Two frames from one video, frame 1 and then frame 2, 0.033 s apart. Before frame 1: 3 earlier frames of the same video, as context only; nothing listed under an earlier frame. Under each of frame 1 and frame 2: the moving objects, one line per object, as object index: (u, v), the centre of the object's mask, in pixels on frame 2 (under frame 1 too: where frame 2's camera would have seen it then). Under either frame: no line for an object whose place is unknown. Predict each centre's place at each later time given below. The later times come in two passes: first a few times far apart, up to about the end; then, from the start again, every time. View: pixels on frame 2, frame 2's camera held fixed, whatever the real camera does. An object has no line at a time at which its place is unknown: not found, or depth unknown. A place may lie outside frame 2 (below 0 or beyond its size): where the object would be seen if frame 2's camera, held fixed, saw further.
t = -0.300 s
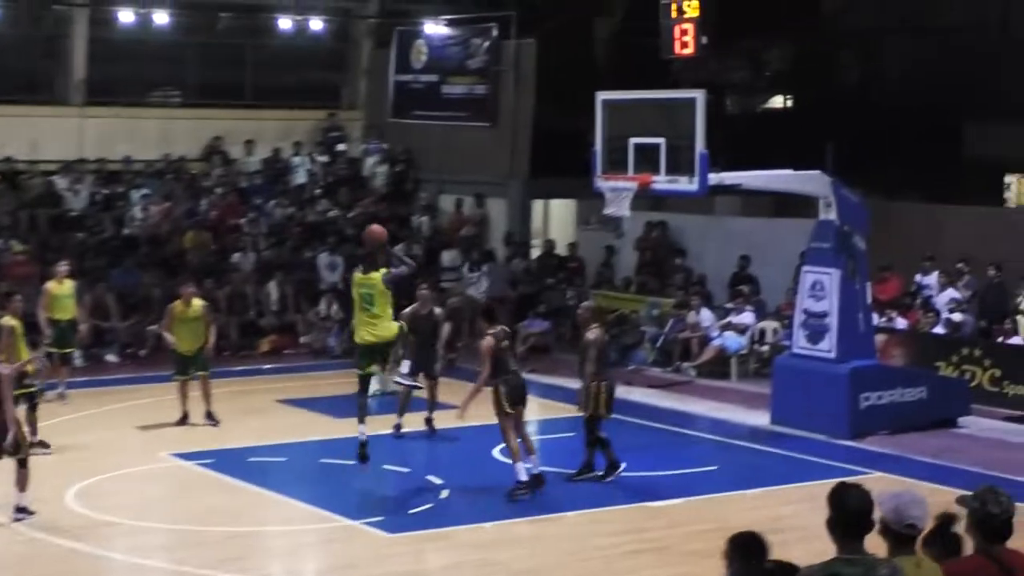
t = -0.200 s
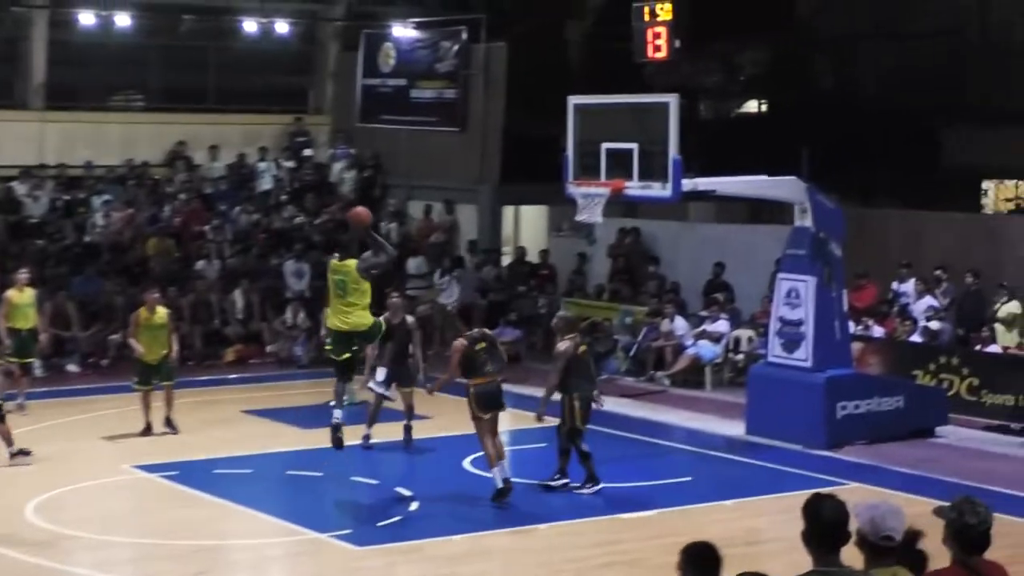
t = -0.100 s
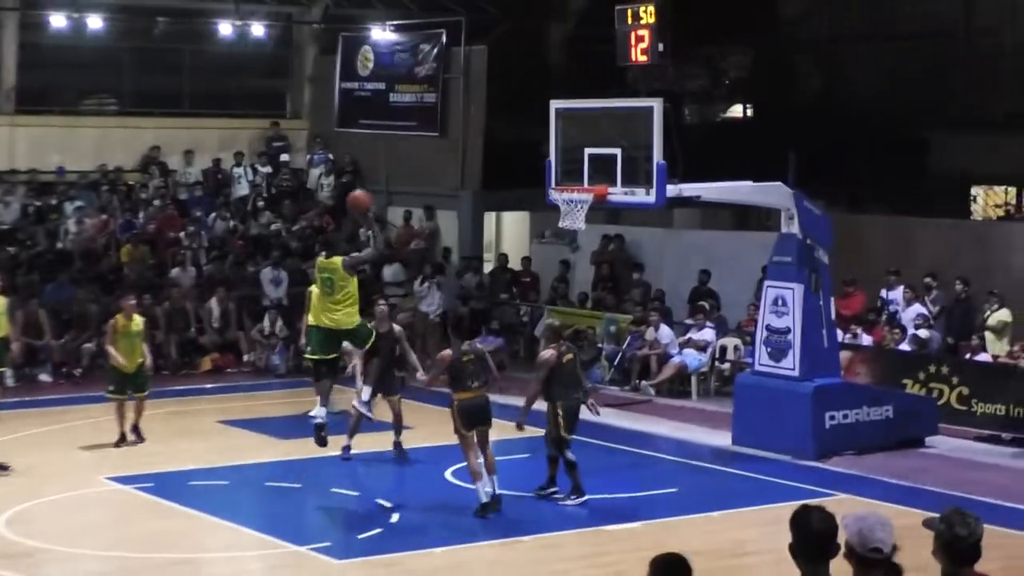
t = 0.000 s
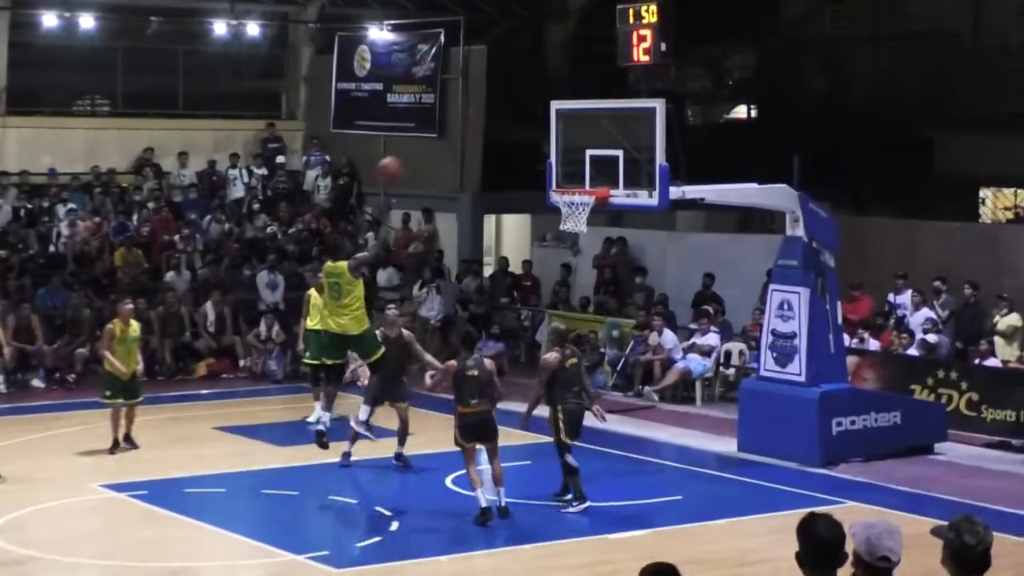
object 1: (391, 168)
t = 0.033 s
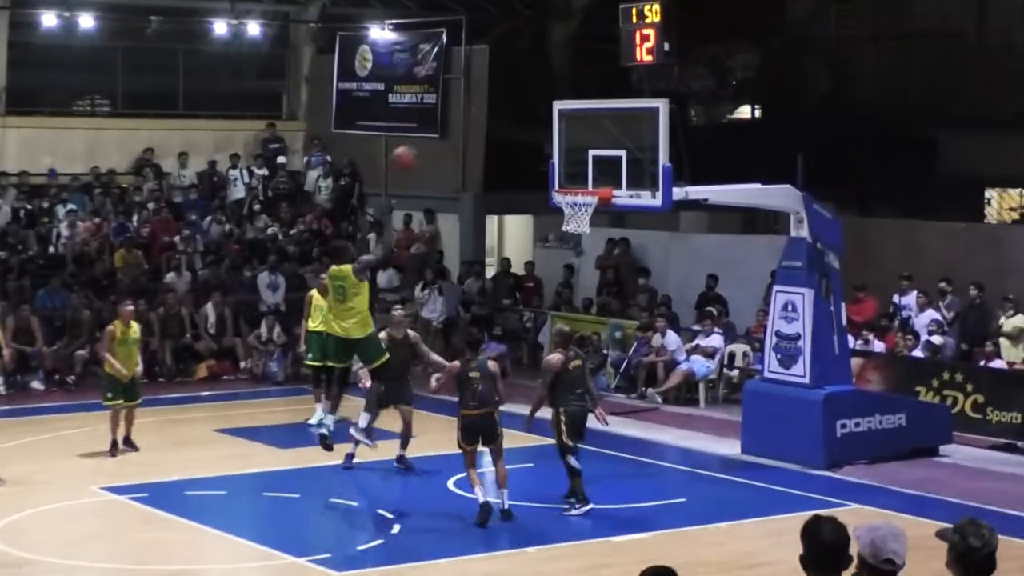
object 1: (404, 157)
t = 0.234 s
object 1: (473, 116)
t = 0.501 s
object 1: (561, 124)
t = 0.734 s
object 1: (587, 178)
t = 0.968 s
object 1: (547, 171)
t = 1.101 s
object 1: (531, 178)
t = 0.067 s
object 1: (415, 147)
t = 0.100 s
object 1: (427, 138)
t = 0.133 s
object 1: (439, 131)
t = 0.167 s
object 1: (450, 125)
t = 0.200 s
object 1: (462, 120)
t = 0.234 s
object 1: (473, 116)
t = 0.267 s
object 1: (485, 112)
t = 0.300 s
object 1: (495, 112)
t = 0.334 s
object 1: (507, 111)
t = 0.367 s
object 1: (518, 112)
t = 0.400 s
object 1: (529, 113)
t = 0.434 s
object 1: (539, 116)
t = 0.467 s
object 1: (550, 119)
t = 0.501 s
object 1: (561, 124)
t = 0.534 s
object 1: (571, 127)
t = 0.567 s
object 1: (582, 135)
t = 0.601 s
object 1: (592, 143)
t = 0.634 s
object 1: (603, 152)
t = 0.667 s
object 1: (602, 159)
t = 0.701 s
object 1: (595, 168)
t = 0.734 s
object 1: (587, 178)
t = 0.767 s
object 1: (577, 182)
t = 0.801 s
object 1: (568, 182)
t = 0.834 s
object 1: (563, 179)
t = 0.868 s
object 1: (559, 176)
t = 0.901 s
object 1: (554, 173)
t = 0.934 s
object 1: (551, 172)
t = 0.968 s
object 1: (547, 171)
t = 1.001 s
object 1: (542, 171)
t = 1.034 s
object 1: (539, 172)
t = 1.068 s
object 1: (535, 174)
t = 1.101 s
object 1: (531, 178)
